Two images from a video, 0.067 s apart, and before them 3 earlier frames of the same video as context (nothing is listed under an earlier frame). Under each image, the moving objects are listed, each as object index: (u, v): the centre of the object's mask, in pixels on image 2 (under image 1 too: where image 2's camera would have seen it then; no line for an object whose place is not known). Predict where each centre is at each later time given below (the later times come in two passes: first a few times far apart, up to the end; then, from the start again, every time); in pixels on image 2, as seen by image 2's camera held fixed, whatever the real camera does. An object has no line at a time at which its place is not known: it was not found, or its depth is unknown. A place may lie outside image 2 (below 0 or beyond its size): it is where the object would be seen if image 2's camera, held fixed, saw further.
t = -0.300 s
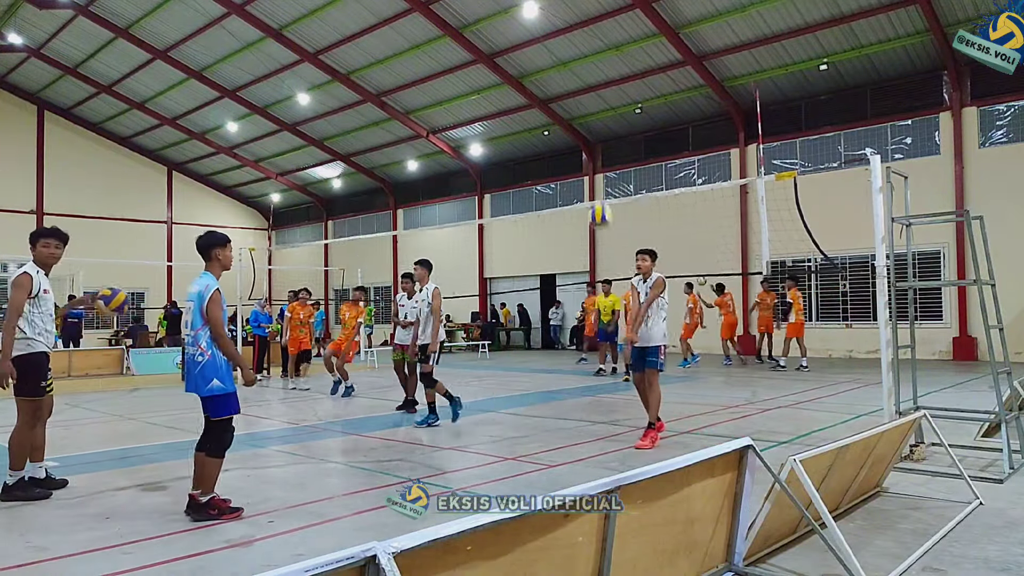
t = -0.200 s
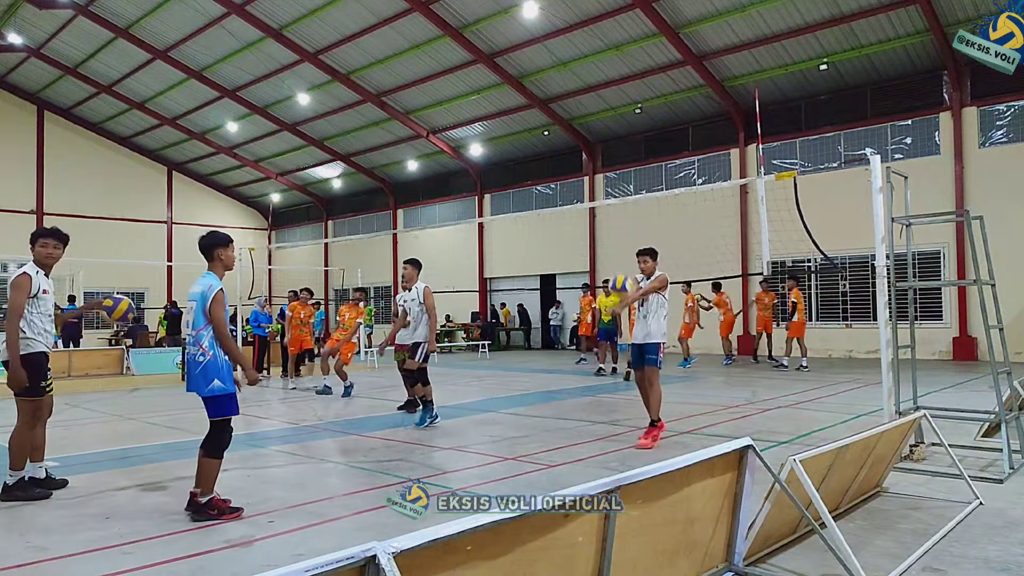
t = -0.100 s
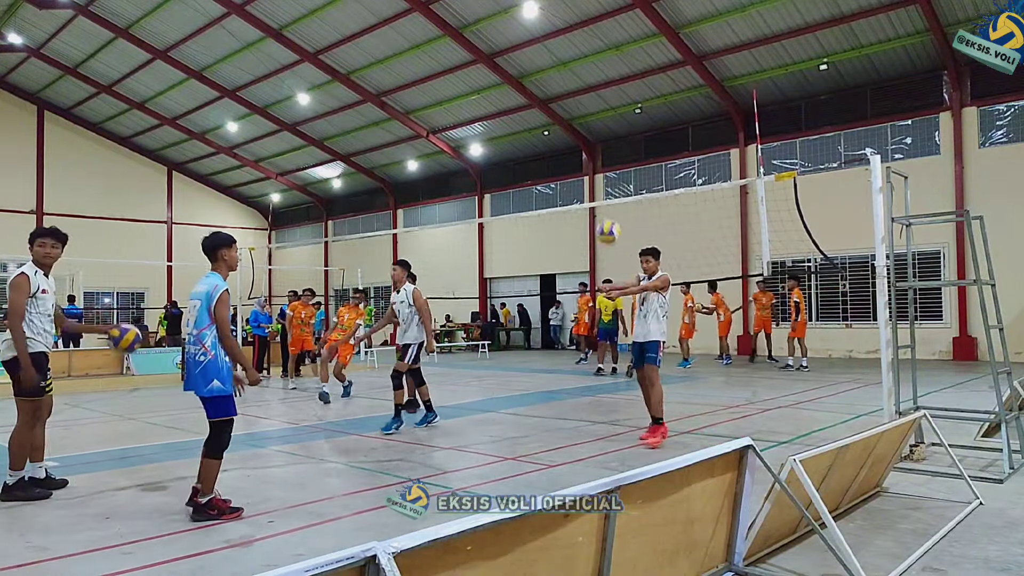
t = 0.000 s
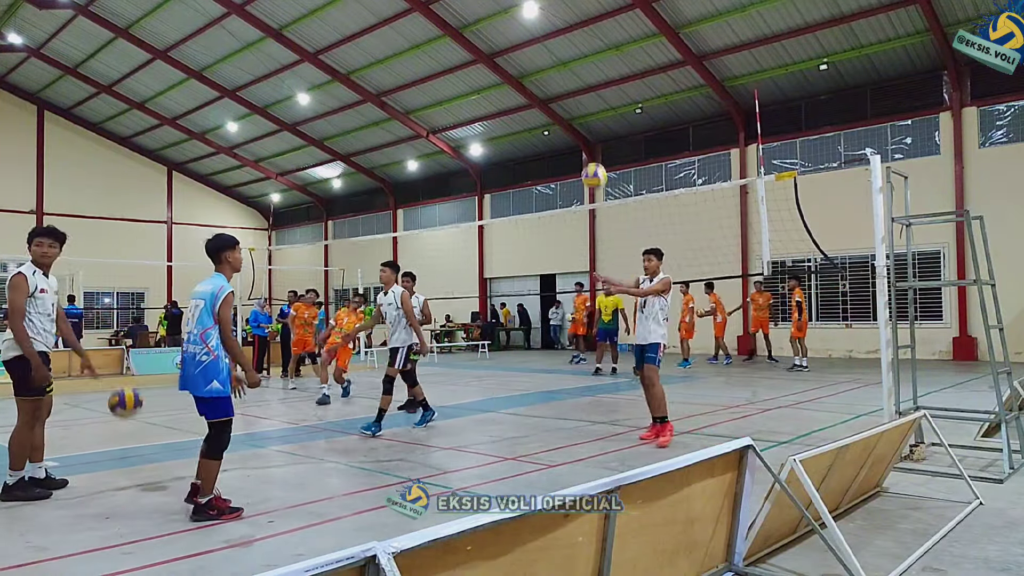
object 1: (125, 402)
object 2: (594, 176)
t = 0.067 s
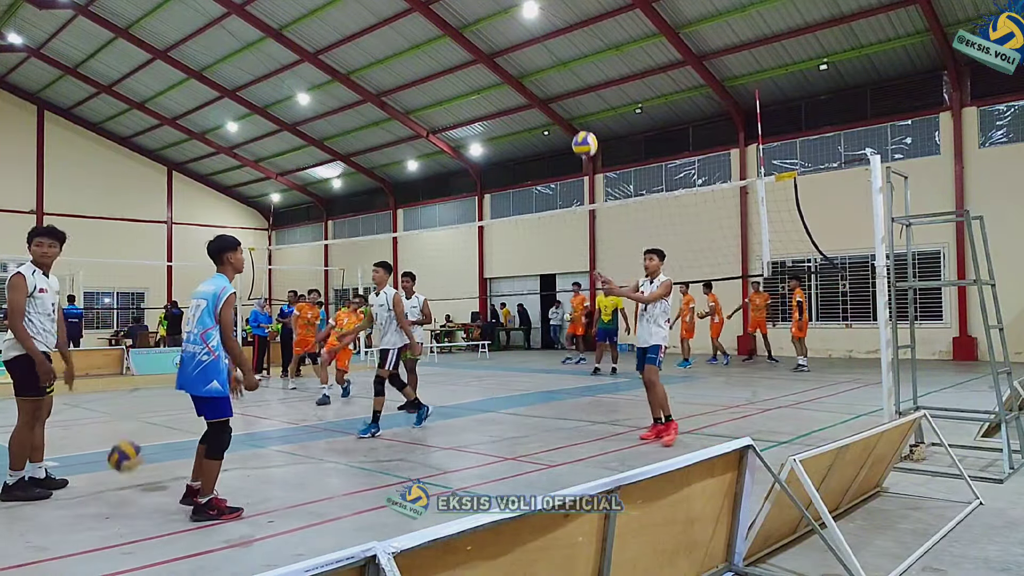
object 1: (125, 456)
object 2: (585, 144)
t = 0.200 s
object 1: (122, 417)
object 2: (565, 92)
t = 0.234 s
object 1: (121, 400)
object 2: (560, 81)
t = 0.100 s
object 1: (124, 481)
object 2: (580, 129)
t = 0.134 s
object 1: (122, 457)
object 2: (575, 115)
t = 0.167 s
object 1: (123, 436)
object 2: (570, 103)
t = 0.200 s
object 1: (122, 417)
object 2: (565, 92)
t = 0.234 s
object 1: (121, 400)
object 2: (560, 81)
